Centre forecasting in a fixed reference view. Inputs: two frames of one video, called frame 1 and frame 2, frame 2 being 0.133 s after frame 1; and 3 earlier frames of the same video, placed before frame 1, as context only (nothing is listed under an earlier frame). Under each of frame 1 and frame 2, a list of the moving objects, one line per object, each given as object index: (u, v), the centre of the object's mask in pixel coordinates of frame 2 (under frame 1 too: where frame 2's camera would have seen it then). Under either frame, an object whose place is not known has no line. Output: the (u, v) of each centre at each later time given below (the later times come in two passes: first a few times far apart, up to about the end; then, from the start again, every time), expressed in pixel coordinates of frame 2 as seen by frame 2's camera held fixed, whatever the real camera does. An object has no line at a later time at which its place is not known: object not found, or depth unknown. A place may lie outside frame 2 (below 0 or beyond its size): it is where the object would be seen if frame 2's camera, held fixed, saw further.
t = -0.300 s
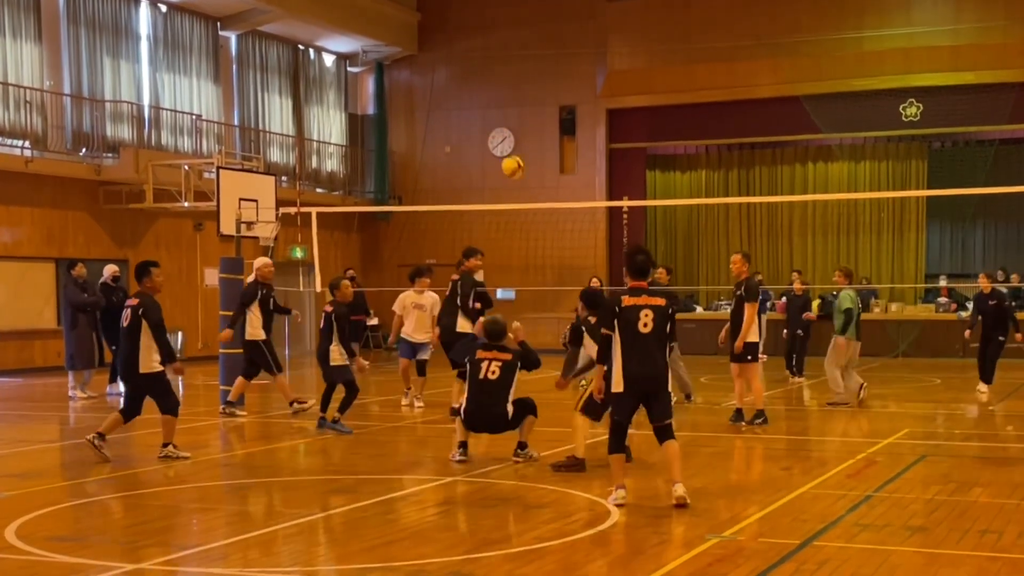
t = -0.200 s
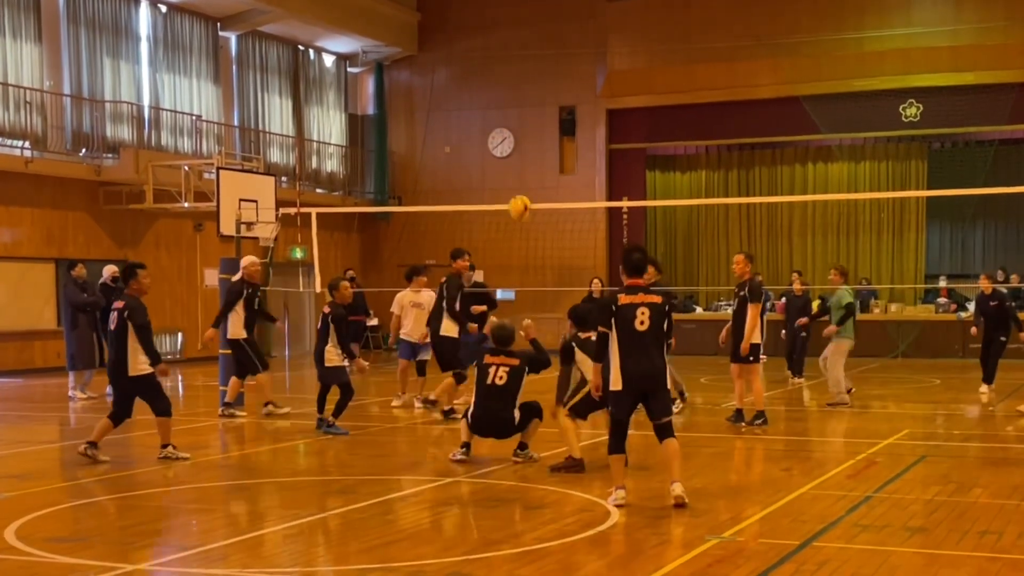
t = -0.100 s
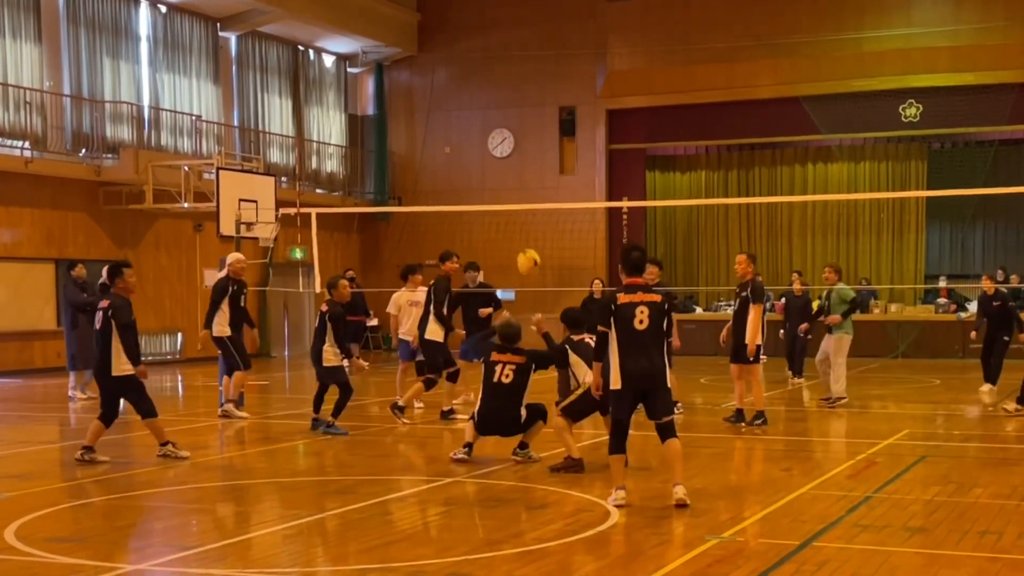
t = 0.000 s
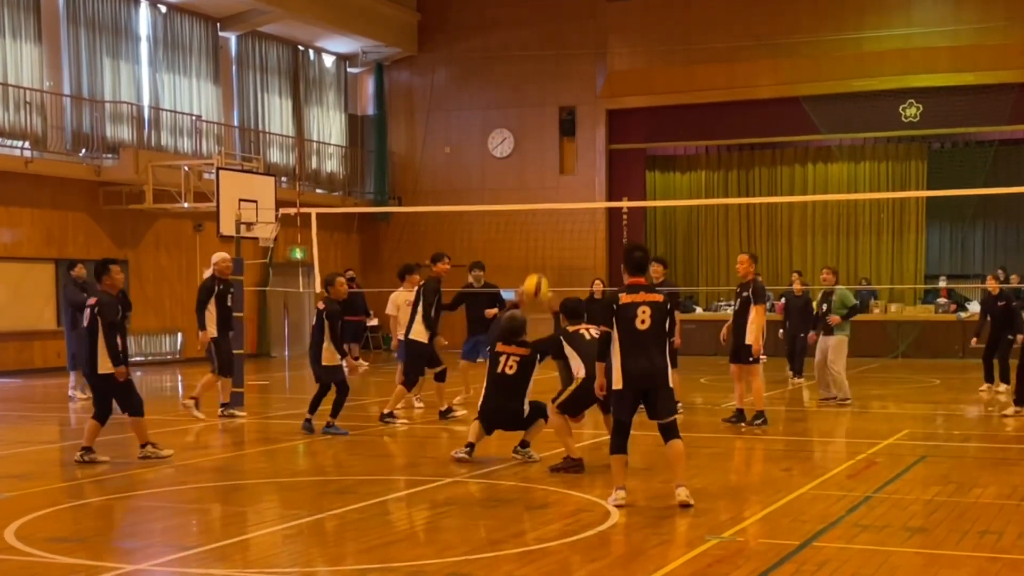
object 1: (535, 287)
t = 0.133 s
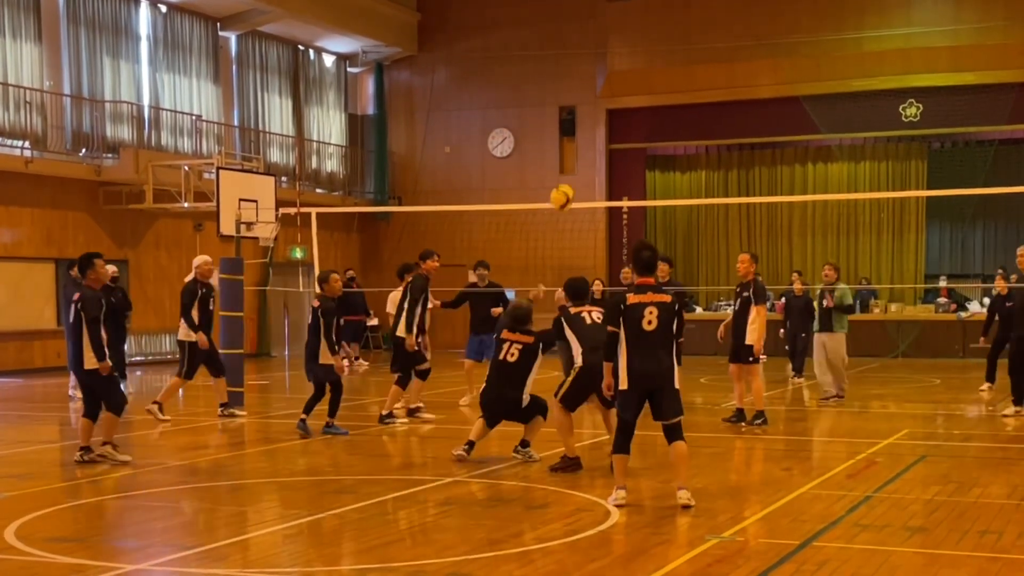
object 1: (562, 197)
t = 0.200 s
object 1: (574, 163)
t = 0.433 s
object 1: (611, 89)
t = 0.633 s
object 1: (639, 78)
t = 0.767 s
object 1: (656, 93)
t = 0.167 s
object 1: (568, 179)
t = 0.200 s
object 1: (574, 163)
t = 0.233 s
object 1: (580, 147)
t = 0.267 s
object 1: (586, 133)
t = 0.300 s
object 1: (591, 122)
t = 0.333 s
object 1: (596, 111)
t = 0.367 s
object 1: (601, 103)
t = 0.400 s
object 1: (606, 95)
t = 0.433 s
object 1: (611, 89)
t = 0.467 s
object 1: (616, 84)
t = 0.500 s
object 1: (621, 80)
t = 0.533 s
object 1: (625, 78)
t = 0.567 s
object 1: (630, 77)
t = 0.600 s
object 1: (635, 77)
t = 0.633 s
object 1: (639, 78)
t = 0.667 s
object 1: (643, 80)
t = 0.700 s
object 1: (648, 83)
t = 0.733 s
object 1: (652, 88)
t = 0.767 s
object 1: (656, 93)
